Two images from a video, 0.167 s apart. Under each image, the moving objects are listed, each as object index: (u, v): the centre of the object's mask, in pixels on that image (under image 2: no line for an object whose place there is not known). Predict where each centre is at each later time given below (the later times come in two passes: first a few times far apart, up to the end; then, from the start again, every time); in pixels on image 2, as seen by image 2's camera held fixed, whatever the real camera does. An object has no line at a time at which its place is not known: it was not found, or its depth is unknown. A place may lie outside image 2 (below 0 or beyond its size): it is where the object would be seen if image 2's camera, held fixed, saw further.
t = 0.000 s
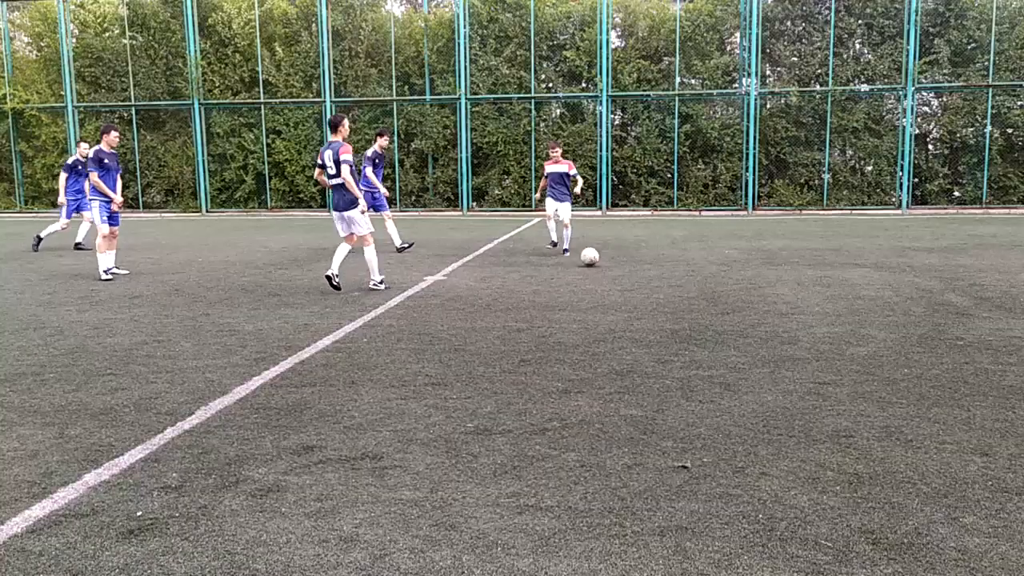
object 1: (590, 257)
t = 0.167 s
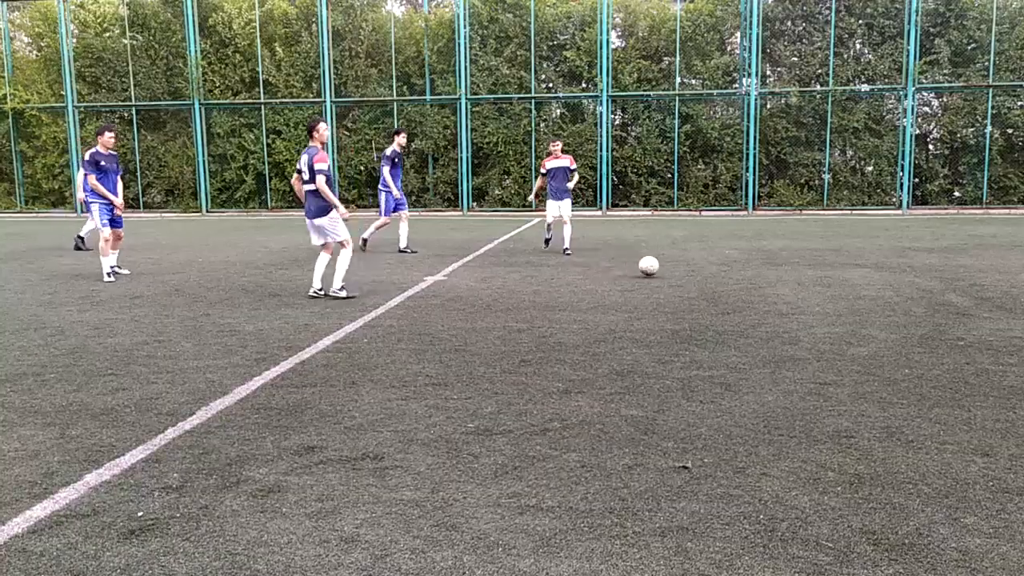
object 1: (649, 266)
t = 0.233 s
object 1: (674, 271)
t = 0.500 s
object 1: (776, 288)
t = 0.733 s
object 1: (879, 304)
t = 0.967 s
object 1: (1004, 324)
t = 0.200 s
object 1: (661, 268)
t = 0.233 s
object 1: (674, 271)
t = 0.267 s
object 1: (687, 274)
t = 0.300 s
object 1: (699, 275)
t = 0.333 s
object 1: (712, 276)
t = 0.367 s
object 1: (724, 279)
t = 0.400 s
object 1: (738, 282)
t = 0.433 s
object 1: (751, 284)
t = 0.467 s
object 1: (763, 285)
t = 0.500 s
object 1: (776, 288)
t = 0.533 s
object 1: (790, 291)
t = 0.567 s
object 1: (804, 293)
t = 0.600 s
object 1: (818, 295)
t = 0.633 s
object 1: (832, 297)
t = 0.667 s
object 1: (847, 299)
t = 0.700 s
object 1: (863, 302)
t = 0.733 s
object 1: (879, 304)
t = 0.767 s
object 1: (895, 306)
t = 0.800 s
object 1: (912, 309)
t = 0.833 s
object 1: (930, 311)
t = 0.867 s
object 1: (947, 314)
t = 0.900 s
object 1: (965, 317)
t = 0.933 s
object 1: (985, 320)
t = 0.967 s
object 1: (1004, 324)
